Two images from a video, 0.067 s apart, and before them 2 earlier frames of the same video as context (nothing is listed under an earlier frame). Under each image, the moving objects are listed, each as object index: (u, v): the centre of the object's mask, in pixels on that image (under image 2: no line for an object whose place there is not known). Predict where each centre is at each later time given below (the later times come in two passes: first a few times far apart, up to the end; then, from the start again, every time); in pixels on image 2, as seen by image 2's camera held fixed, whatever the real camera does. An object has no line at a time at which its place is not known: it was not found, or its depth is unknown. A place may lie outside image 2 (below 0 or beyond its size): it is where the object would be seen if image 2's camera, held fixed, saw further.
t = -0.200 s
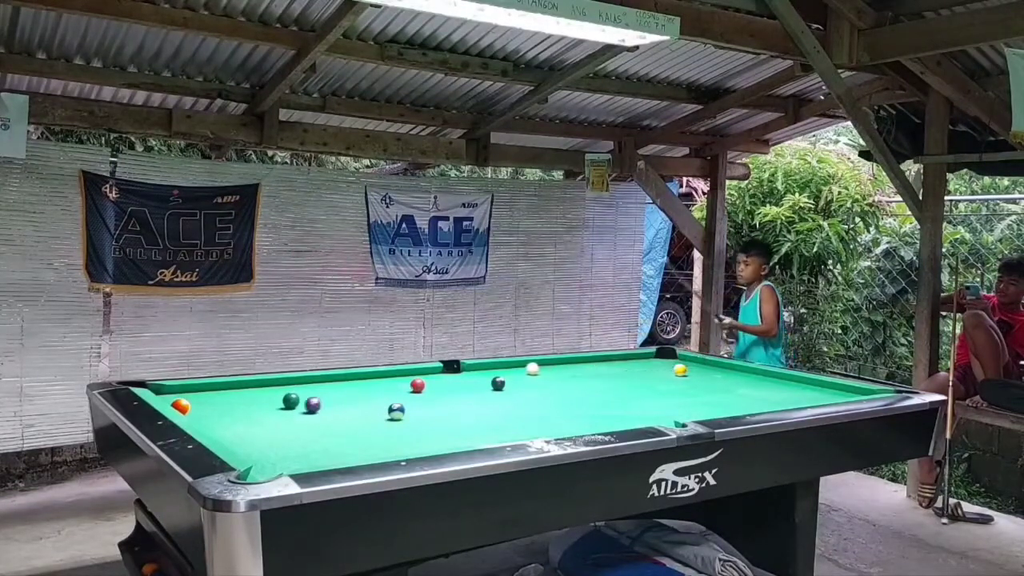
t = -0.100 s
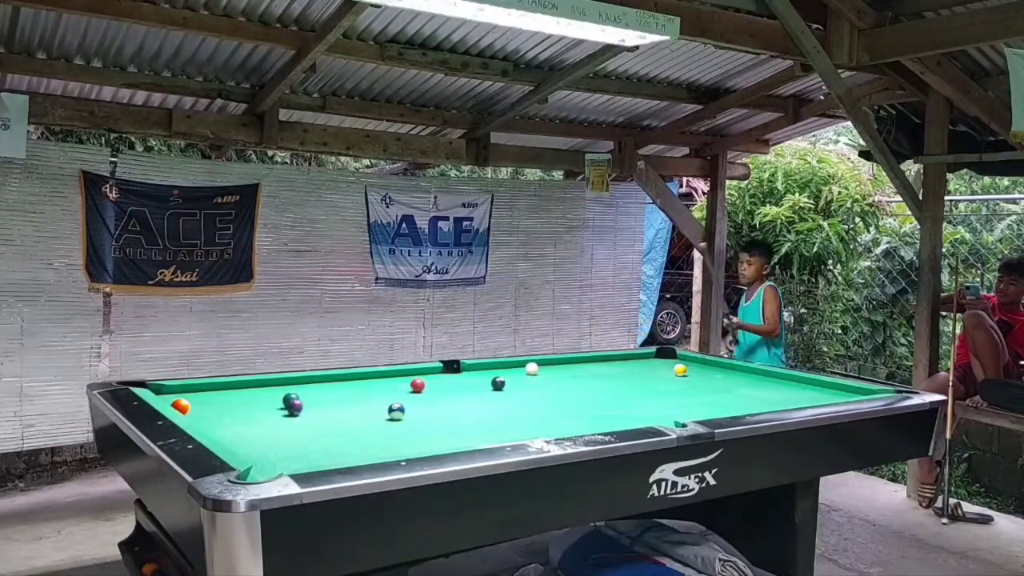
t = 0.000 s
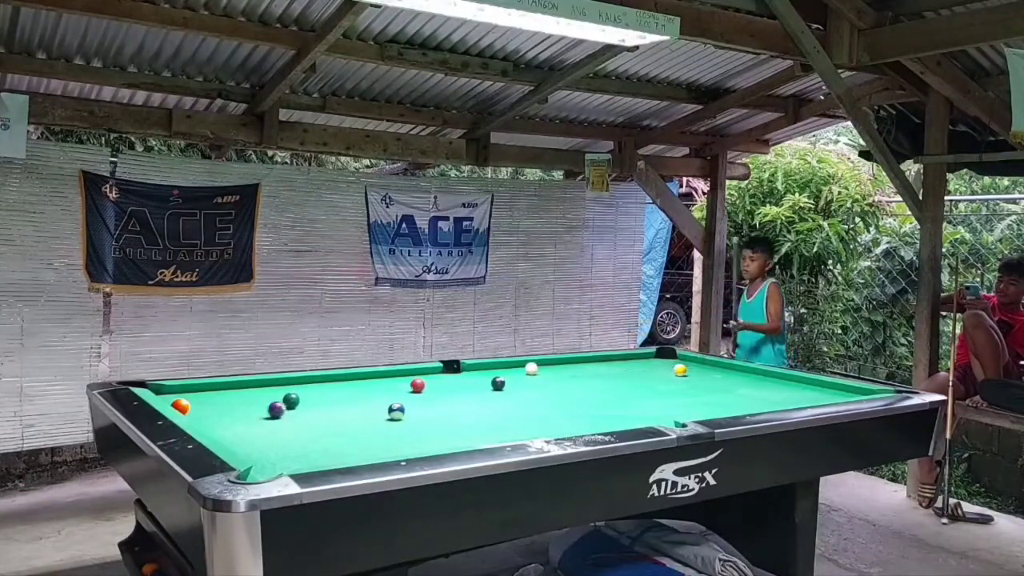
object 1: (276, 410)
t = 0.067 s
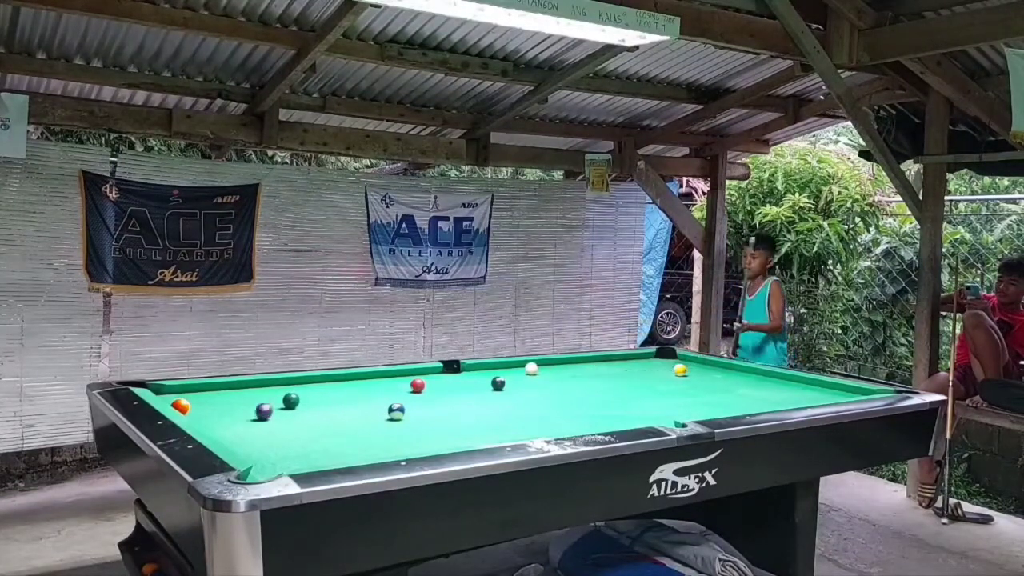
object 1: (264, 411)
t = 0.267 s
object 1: (226, 417)
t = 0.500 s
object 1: (203, 419)
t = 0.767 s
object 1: (229, 420)
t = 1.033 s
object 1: (254, 419)
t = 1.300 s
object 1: (277, 418)
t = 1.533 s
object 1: (294, 418)
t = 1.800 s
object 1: (313, 416)
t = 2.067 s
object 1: (329, 416)
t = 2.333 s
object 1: (343, 415)
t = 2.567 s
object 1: (353, 415)
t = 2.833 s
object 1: (362, 414)
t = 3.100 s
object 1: (369, 414)
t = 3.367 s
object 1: (374, 414)
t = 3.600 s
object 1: (376, 414)
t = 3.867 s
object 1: (378, 414)
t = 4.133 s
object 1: (378, 415)
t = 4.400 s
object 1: (378, 415)
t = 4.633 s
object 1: (378, 415)
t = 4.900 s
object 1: (378, 414)
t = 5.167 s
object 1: (378, 415)
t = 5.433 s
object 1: (378, 415)
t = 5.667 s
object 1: (378, 415)
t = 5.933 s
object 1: (378, 415)
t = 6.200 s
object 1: (378, 415)
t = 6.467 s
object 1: (378, 415)
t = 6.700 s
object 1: (378, 415)
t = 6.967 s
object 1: (378, 415)
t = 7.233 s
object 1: (378, 415)
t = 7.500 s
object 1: (378, 415)
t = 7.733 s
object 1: (378, 415)
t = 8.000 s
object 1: (378, 415)
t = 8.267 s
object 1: (378, 415)
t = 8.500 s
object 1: (378, 415)
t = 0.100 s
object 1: (257, 412)
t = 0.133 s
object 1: (251, 413)
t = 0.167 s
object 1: (245, 414)
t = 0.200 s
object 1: (239, 415)
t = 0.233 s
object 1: (232, 416)
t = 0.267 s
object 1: (226, 417)
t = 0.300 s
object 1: (219, 418)
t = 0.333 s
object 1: (213, 419)
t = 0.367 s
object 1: (207, 419)
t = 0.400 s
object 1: (201, 419)
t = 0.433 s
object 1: (197, 418)
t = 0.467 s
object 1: (200, 419)
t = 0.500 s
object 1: (203, 419)
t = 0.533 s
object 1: (206, 420)
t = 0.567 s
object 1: (209, 420)
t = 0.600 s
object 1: (212, 420)
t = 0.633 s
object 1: (216, 420)
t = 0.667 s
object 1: (219, 420)
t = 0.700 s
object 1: (223, 420)
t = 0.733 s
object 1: (226, 420)
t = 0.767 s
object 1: (229, 420)
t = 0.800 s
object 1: (232, 420)
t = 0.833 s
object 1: (235, 419)
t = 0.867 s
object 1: (239, 419)
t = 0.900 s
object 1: (242, 419)
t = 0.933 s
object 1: (245, 419)
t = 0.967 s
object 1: (248, 419)
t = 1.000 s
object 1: (251, 419)
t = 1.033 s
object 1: (254, 419)
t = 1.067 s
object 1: (257, 418)
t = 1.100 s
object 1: (260, 418)
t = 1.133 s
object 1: (263, 418)
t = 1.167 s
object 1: (266, 418)
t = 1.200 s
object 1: (269, 418)
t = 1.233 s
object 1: (271, 418)
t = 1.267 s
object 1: (274, 418)
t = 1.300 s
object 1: (277, 418)
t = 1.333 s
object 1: (280, 418)
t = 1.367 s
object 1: (282, 417)
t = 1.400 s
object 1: (285, 417)
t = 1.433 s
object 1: (287, 417)
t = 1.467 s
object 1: (290, 418)
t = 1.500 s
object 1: (292, 417)
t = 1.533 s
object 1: (294, 418)
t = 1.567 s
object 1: (297, 417)
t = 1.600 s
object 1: (299, 417)
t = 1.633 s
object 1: (302, 417)
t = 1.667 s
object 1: (304, 417)
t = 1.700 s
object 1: (306, 416)
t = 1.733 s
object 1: (309, 416)
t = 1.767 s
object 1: (311, 416)
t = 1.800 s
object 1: (313, 416)
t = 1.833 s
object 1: (315, 416)
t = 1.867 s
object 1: (317, 416)
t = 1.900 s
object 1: (319, 416)
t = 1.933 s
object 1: (321, 416)
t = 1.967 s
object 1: (323, 416)
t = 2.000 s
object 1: (325, 416)
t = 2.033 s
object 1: (327, 416)
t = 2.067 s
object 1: (329, 416)
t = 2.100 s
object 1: (331, 416)
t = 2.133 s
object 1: (333, 415)
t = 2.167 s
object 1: (334, 415)
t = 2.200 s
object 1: (336, 415)
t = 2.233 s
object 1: (338, 415)
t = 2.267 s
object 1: (339, 415)
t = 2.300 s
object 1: (341, 415)
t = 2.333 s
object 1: (343, 415)
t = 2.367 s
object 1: (344, 415)
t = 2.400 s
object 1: (346, 415)
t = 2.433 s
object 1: (347, 415)
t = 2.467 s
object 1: (349, 415)
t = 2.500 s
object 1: (350, 415)
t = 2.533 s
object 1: (351, 415)
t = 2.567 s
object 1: (353, 415)
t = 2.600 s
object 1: (354, 415)
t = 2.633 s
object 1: (355, 415)
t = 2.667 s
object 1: (357, 415)
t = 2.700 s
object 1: (358, 414)
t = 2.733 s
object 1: (359, 414)
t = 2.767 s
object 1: (360, 414)
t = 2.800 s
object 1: (361, 414)
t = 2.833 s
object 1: (362, 414)
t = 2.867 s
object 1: (363, 414)
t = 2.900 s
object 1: (364, 414)
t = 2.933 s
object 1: (365, 414)
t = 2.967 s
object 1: (366, 414)
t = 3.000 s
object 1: (367, 414)
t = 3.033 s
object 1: (368, 414)
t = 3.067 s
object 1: (369, 414)
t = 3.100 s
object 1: (369, 414)
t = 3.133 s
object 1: (370, 414)
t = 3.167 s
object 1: (371, 414)
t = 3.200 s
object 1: (371, 414)
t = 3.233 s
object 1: (372, 414)
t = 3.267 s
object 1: (373, 414)
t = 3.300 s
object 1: (373, 414)
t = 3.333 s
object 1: (374, 414)
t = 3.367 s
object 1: (374, 414)
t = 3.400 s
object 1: (375, 414)
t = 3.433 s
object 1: (375, 414)
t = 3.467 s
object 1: (375, 414)
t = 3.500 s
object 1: (375, 414)
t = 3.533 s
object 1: (376, 414)
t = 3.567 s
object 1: (376, 414)
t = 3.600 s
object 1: (376, 414)
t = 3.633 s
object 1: (376, 414)
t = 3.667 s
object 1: (377, 414)
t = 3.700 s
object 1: (377, 415)
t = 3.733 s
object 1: (377, 414)
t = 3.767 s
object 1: (377, 415)
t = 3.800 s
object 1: (377, 414)
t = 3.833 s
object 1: (378, 414)
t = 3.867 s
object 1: (378, 414)
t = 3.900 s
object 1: (378, 415)
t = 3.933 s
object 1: (378, 415)
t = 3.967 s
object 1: (378, 415)
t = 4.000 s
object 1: (378, 414)
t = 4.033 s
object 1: (378, 415)
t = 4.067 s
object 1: (378, 415)
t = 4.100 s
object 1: (378, 414)
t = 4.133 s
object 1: (378, 415)
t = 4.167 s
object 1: (378, 414)
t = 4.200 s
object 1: (378, 414)
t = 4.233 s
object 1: (378, 415)
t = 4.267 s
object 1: (378, 414)
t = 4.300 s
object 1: (378, 414)
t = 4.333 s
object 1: (378, 415)
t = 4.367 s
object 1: (378, 414)
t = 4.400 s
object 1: (378, 415)
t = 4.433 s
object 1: (378, 414)
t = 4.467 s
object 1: (378, 415)
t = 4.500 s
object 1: (378, 414)
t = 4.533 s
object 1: (378, 415)
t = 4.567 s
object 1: (378, 414)
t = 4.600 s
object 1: (378, 414)
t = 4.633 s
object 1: (378, 415)
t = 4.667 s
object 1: (378, 414)
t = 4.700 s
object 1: (378, 414)
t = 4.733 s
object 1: (378, 414)
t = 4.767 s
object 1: (378, 414)
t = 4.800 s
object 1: (378, 414)
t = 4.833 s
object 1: (378, 415)
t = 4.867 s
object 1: (378, 415)
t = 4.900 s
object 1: (378, 414)
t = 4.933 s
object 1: (378, 414)
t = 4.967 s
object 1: (378, 415)
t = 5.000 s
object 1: (378, 415)
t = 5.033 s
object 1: (378, 415)
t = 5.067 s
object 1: (378, 415)
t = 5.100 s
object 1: (378, 415)
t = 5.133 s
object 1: (378, 415)
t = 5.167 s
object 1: (378, 415)
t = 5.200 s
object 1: (378, 415)
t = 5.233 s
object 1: (378, 415)
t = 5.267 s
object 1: (378, 415)
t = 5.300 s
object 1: (378, 415)
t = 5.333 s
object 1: (378, 415)
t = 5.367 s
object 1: (378, 415)
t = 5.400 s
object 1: (378, 415)
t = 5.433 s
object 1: (378, 415)
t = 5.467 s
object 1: (378, 415)
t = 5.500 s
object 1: (378, 415)
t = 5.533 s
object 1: (378, 415)
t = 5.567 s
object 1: (378, 415)
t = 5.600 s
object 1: (378, 415)
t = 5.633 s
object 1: (378, 415)
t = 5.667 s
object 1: (378, 415)
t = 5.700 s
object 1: (378, 415)
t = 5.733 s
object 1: (378, 415)
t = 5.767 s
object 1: (378, 415)
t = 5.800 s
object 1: (378, 415)
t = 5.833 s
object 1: (378, 415)
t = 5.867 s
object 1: (378, 415)
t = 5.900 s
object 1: (378, 415)
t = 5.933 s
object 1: (378, 415)
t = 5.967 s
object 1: (378, 415)
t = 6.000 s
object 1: (378, 415)
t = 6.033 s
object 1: (378, 415)
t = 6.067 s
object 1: (378, 415)
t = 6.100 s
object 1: (378, 415)
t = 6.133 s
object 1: (378, 415)
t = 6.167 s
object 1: (378, 415)
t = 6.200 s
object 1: (378, 415)
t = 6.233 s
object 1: (378, 415)
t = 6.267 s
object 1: (378, 415)
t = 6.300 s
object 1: (378, 415)
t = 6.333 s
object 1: (378, 415)
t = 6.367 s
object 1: (378, 415)
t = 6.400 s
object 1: (378, 415)
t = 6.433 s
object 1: (378, 415)
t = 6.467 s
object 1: (378, 415)
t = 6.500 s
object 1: (378, 415)
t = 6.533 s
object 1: (378, 415)
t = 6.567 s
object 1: (378, 415)
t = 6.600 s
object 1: (378, 415)
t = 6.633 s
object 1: (378, 415)
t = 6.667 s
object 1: (378, 415)
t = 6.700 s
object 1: (378, 415)
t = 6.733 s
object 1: (378, 415)
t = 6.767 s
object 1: (378, 415)
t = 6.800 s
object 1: (378, 415)
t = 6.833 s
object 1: (378, 415)
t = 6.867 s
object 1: (378, 415)
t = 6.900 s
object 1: (378, 415)
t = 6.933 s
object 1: (378, 415)
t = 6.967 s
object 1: (378, 415)
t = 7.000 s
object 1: (378, 415)
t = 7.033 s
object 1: (378, 415)
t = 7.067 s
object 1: (378, 415)
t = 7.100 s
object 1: (378, 415)
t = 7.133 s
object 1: (378, 415)
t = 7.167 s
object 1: (378, 415)
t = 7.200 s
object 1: (378, 415)
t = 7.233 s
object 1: (378, 415)
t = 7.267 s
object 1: (378, 415)
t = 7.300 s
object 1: (378, 415)
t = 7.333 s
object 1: (378, 415)
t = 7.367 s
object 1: (378, 415)
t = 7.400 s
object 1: (378, 415)
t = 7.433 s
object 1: (378, 415)
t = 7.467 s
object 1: (378, 415)
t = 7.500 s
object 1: (378, 415)
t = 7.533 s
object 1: (378, 415)
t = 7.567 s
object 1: (378, 415)
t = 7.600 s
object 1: (378, 415)
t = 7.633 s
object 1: (378, 415)
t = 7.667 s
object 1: (378, 414)
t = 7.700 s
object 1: (378, 414)
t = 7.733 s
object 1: (378, 415)
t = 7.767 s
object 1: (378, 415)
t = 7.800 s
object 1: (378, 415)
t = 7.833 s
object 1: (378, 415)
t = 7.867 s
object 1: (378, 415)
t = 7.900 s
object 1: (378, 415)
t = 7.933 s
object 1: (378, 415)
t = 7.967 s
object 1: (378, 415)
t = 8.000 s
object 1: (378, 415)
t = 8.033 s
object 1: (378, 415)
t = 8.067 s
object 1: (378, 415)
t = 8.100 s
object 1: (378, 415)
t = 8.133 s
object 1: (378, 415)
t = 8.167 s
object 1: (378, 415)
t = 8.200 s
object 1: (378, 415)
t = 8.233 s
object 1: (378, 415)
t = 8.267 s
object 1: (378, 415)
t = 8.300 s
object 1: (378, 415)
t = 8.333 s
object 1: (378, 415)
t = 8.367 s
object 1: (378, 415)
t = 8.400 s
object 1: (378, 415)
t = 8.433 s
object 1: (378, 415)
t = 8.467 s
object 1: (378, 415)
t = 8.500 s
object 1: (378, 415)
